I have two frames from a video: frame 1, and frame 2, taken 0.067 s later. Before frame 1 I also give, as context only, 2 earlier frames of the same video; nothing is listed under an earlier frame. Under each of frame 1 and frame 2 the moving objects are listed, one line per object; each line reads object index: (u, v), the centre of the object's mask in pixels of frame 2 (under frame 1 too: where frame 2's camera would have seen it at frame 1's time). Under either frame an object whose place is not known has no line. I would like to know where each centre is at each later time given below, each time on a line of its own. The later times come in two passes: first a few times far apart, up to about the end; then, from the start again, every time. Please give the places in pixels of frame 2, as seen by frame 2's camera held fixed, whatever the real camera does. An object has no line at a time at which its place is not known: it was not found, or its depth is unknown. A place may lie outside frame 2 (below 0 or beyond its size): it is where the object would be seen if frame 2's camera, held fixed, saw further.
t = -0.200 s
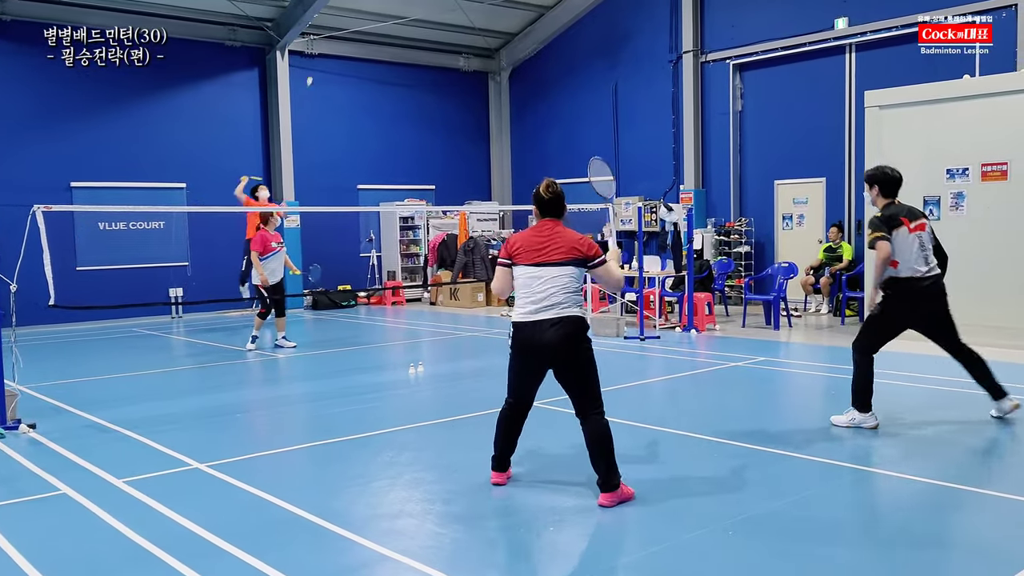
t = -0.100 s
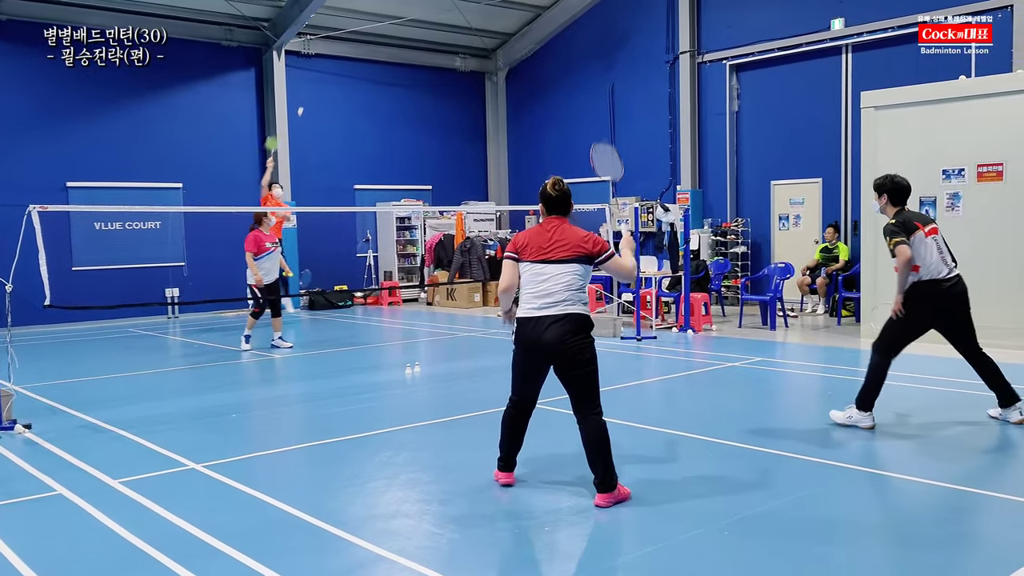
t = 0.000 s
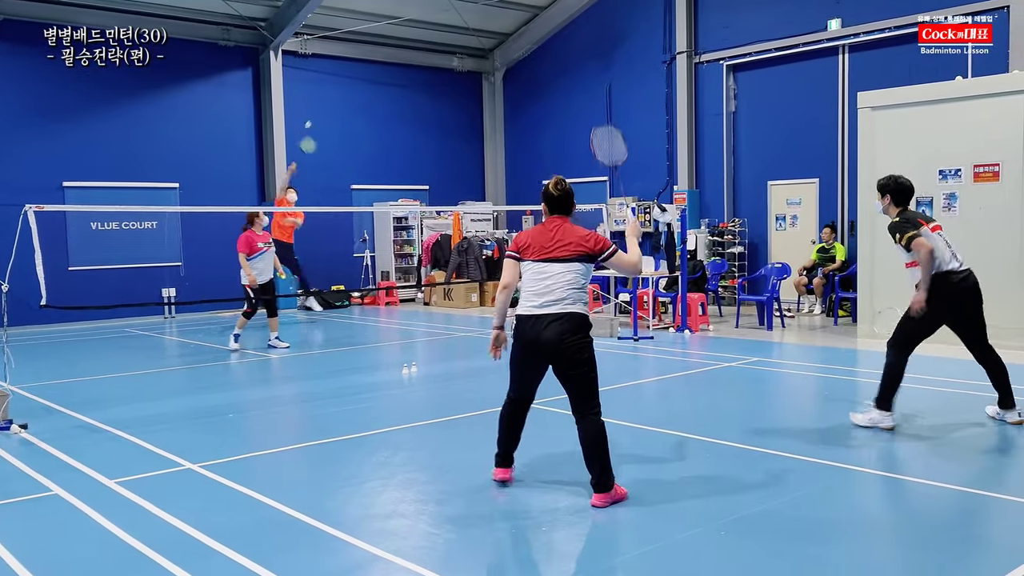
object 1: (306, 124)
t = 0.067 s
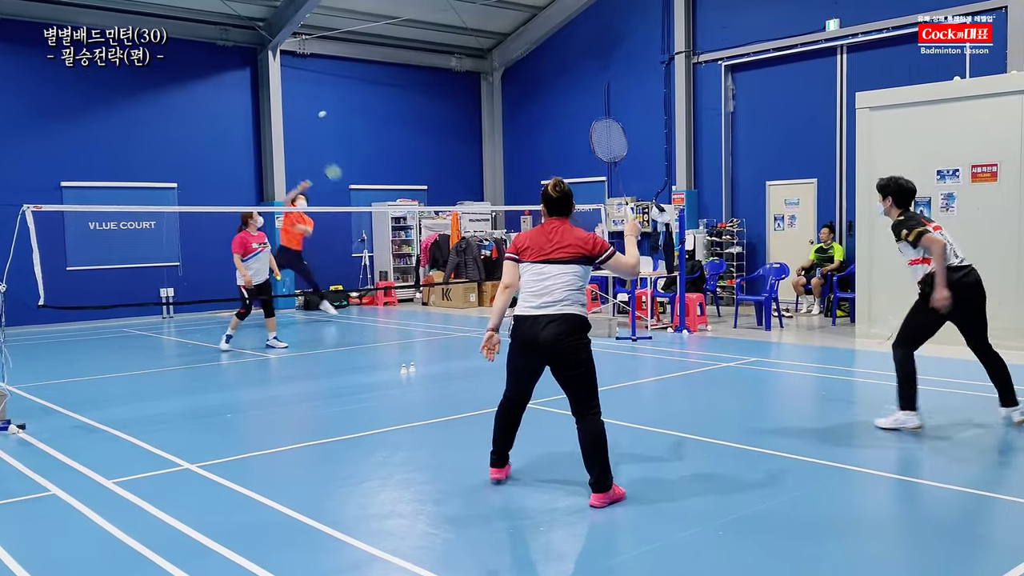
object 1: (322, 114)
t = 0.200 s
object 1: (353, 108)
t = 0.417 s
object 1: (400, 133)
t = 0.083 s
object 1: (326, 113)
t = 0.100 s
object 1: (330, 111)
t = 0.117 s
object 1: (334, 110)
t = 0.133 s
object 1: (338, 109)
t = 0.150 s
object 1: (342, 109)
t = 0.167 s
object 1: (346, 108)
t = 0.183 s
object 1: (350, 108)
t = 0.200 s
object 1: (353, 108)
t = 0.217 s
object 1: (357, 108)
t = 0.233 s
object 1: (361, 109)
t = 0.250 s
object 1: (364, 110)
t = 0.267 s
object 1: (368, 111)
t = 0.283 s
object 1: (371, 112)
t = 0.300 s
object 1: (375, 114)
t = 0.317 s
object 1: (379, 116)
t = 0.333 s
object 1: (382, 118)
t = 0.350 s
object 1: (386, 120)
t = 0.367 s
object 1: (389, 123)
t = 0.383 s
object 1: (393, 126)
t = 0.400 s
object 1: (397, 129)
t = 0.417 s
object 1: (400, 133)
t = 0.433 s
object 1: (403, 136)
